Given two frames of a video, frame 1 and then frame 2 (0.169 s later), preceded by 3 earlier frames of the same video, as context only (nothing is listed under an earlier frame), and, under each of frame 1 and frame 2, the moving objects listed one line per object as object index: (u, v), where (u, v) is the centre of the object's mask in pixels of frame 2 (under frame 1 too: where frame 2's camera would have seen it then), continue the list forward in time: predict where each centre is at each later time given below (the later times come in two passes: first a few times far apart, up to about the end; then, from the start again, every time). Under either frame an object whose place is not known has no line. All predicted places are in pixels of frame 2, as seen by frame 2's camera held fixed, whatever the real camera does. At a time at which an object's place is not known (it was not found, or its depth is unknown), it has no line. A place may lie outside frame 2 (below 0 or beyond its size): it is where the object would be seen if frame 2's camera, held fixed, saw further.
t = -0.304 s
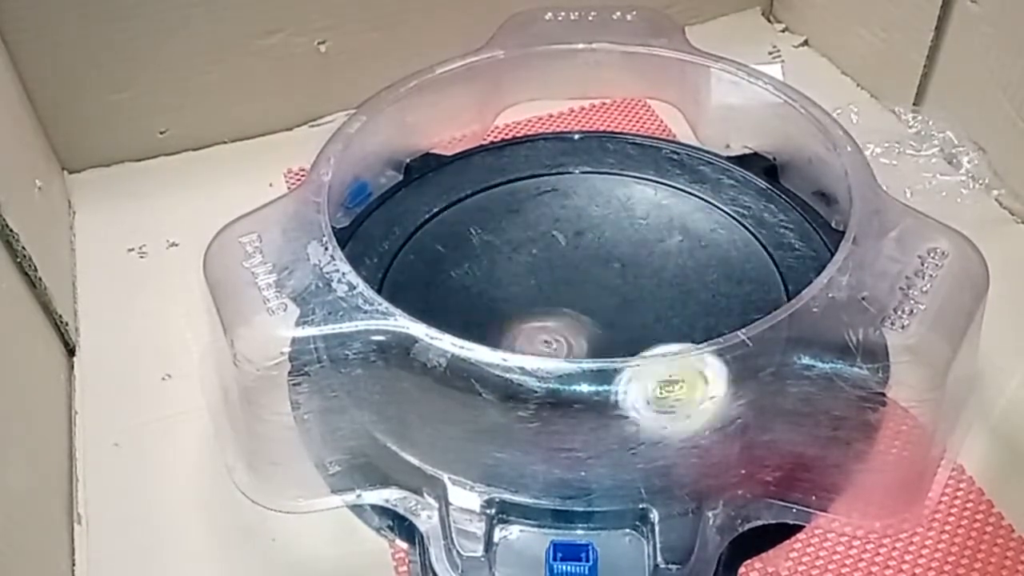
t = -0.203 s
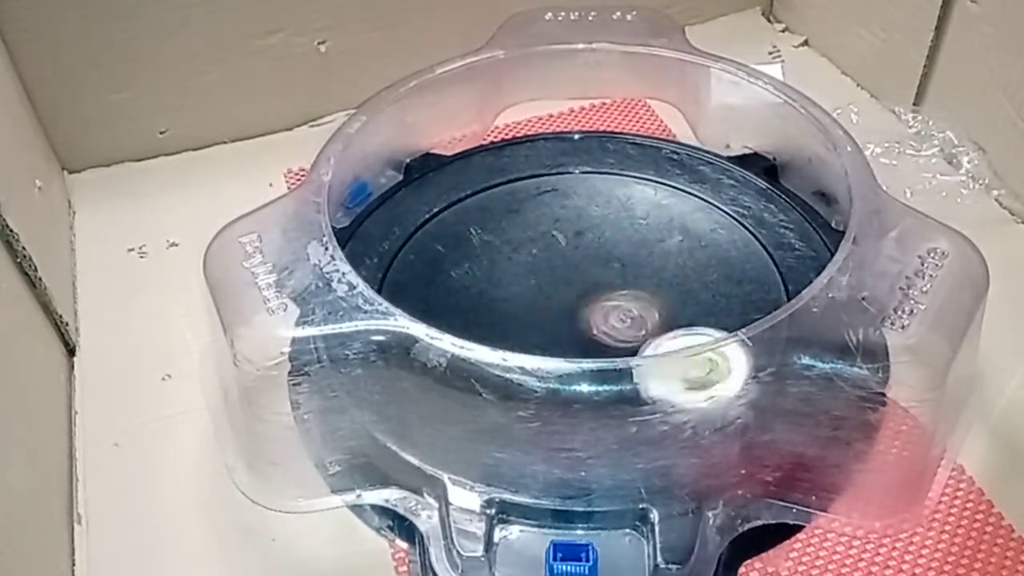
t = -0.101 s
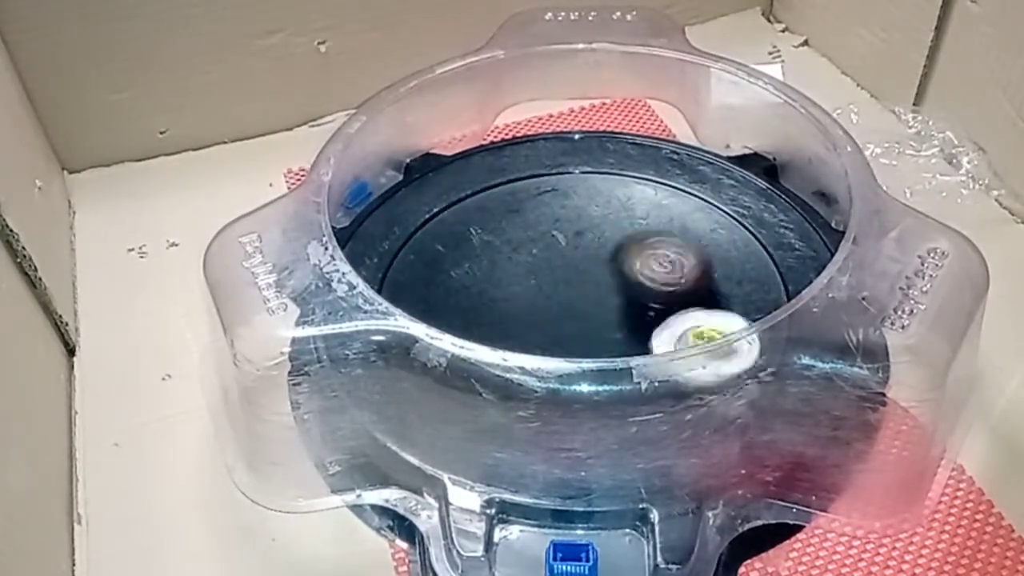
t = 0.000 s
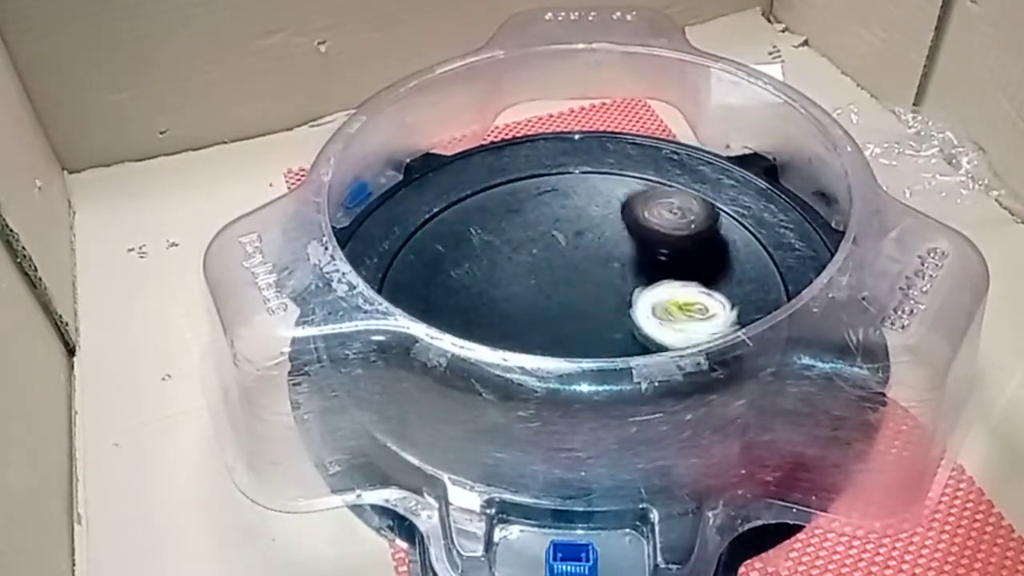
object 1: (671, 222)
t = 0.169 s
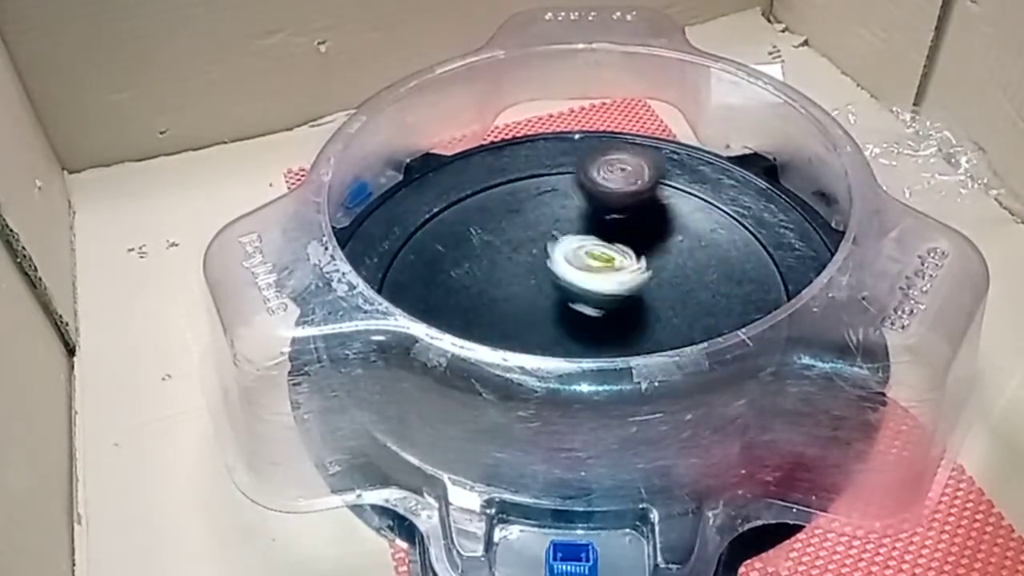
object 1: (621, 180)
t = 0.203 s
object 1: (600, 186)
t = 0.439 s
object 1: (533, 186)
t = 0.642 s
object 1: (524, 274)
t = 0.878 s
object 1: (681, 313)
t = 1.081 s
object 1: (733, 283)
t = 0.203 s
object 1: (600, 186)
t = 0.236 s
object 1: (583, 190)
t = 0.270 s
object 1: (572, 184)
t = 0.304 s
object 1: (562, 176)
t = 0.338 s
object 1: (555, 176)
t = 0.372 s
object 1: (547, 177)
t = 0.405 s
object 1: (540, 180)
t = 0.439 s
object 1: (533, 186)
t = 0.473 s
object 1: (523, 199)
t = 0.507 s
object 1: (517, 209)
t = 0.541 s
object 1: (513, 223)
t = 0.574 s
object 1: (510, 239)
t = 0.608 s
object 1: (512, 255)
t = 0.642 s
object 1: (524, 274)
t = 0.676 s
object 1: (546, 289)
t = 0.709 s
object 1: (571, 302)
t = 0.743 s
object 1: (595, 310)
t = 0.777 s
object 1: (620, 317)
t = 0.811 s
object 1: (644, 318)
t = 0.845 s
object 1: (665, 316)
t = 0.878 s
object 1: (681, 313)
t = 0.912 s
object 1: (697, 311)
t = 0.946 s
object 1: (710, 304)
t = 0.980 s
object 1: (722, 299)
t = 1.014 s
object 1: (727, 294)
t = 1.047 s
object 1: (732, 287)
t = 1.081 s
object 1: (733, 283)
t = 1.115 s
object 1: (733, 276)
